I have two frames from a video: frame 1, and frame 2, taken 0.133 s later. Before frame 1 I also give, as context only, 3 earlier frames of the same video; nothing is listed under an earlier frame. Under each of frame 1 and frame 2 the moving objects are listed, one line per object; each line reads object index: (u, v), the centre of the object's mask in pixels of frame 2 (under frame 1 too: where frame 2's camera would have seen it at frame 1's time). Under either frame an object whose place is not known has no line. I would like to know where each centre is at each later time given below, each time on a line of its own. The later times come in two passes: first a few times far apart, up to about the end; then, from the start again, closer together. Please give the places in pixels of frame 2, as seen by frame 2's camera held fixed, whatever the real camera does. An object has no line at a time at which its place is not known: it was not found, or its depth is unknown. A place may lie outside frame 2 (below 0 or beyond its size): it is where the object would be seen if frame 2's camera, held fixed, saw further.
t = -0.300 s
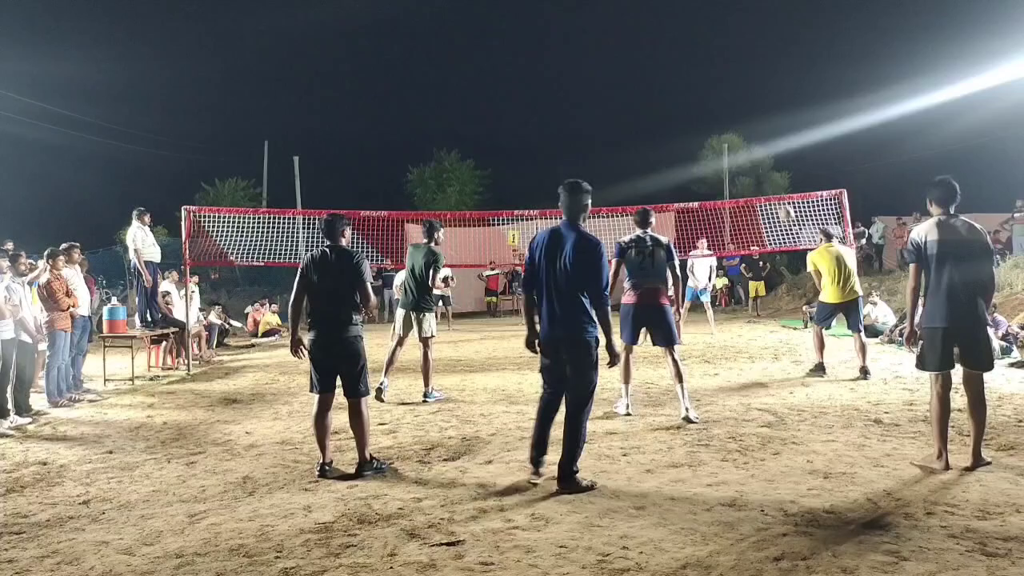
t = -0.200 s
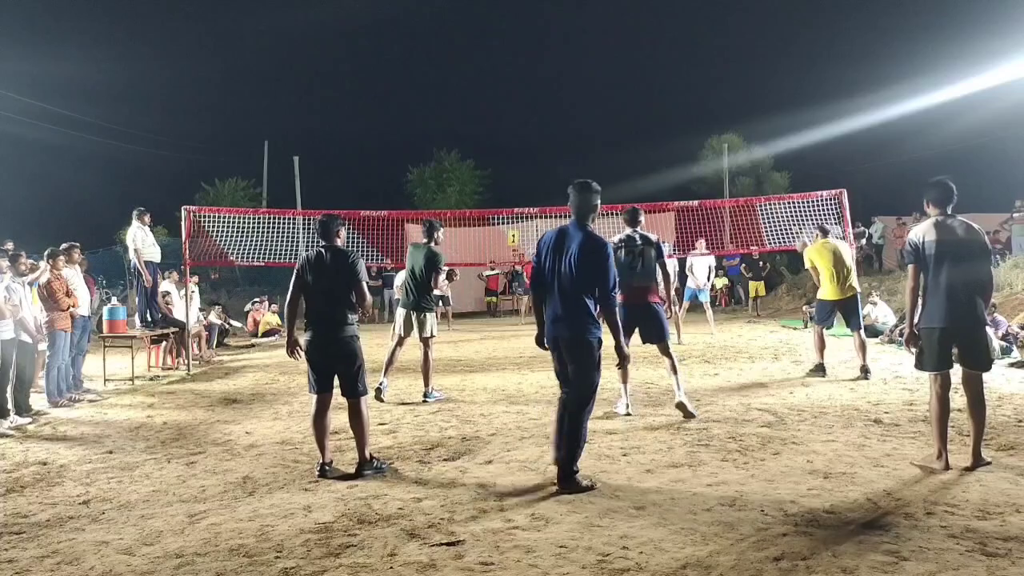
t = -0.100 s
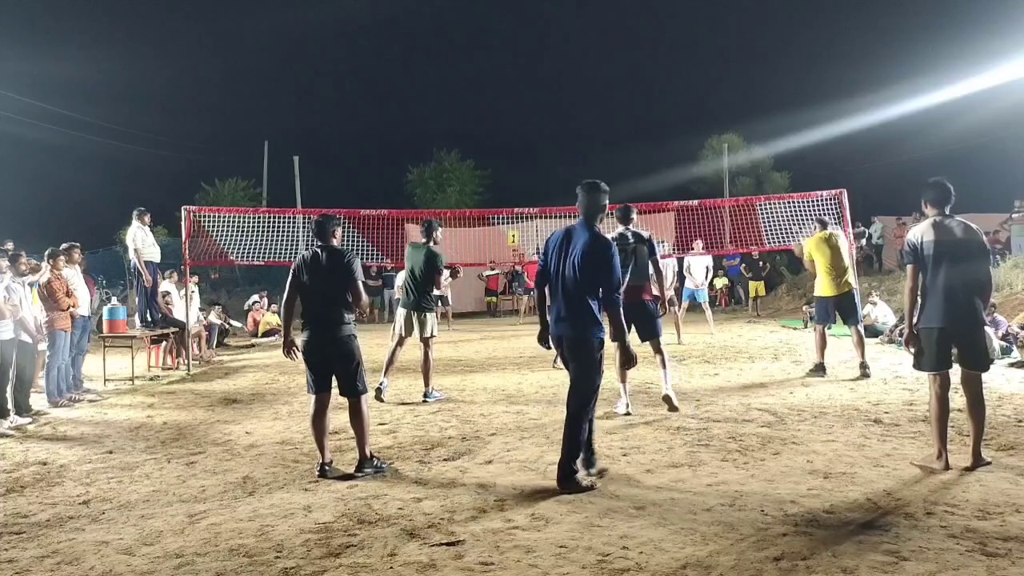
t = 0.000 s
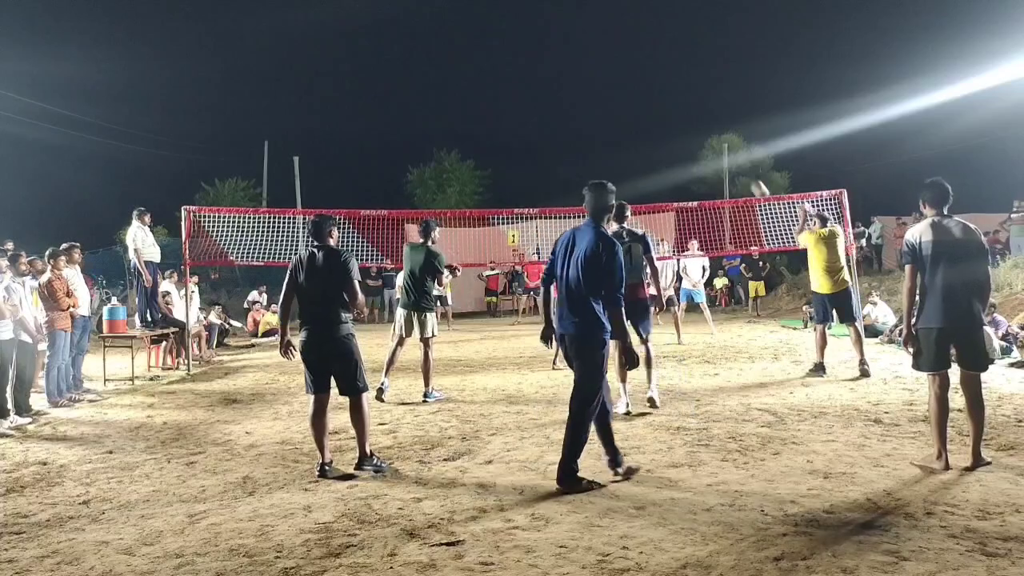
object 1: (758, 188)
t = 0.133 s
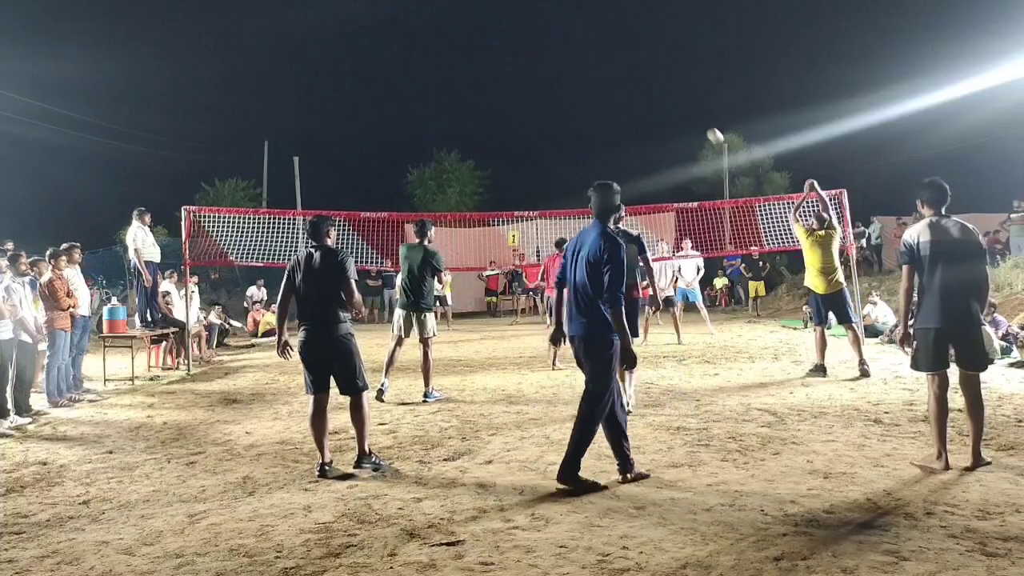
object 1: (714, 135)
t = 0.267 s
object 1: (677, 101)
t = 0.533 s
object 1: (617, 76)
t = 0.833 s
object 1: (567, 98)
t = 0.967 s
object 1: (550, 119)
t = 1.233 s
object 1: (522, 180)
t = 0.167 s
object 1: (704, 125)
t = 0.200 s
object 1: (695, 116)
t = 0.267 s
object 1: (677, 101)
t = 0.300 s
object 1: (668, 95)
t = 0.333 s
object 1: (660, 90)
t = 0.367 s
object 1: (652, 86)
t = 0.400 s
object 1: (644, 82)
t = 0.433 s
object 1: (637, 79)
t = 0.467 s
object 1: (630, 78)
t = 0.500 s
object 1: (623, 76)
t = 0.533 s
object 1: (617, 76)
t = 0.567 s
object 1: (610, 76)
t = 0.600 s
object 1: (604, 77)
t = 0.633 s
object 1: (598, 78)
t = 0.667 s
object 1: (593, 80)
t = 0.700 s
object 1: (587, 83)
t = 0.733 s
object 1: (582, 86)
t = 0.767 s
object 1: (577, 89)
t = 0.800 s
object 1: (572, 93)
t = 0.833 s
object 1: (567, 98)
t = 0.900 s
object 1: (558, 108)
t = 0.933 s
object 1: (554, 114)
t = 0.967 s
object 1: (550, 119)
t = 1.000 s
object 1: (546, 126)
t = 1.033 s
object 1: (542, 133)
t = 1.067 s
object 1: (538, 140)
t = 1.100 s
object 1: (535, 148)
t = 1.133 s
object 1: (531, 155)
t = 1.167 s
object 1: (528, 163)
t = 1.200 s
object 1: (525, 172)
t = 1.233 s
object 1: (522, 180)
